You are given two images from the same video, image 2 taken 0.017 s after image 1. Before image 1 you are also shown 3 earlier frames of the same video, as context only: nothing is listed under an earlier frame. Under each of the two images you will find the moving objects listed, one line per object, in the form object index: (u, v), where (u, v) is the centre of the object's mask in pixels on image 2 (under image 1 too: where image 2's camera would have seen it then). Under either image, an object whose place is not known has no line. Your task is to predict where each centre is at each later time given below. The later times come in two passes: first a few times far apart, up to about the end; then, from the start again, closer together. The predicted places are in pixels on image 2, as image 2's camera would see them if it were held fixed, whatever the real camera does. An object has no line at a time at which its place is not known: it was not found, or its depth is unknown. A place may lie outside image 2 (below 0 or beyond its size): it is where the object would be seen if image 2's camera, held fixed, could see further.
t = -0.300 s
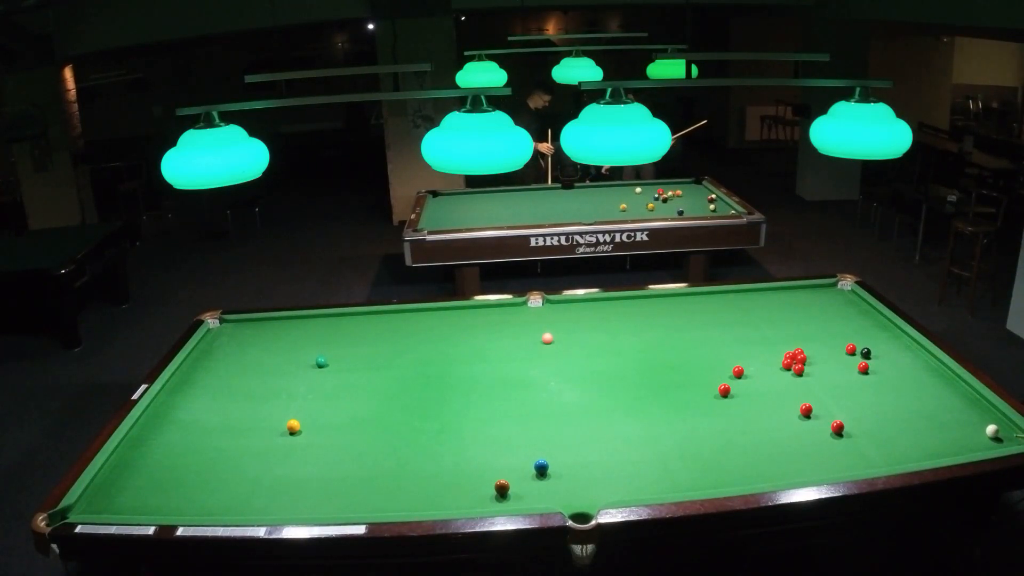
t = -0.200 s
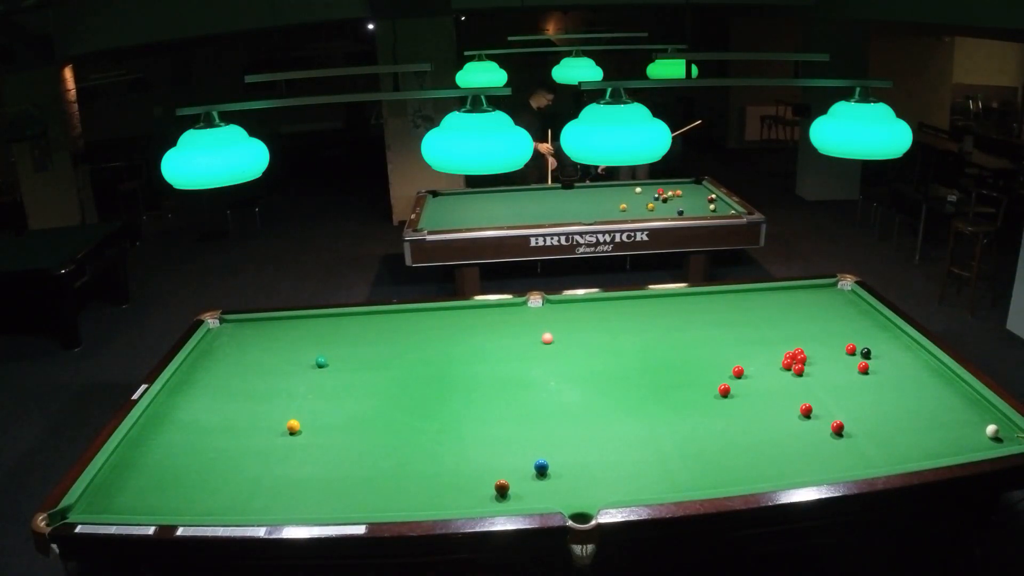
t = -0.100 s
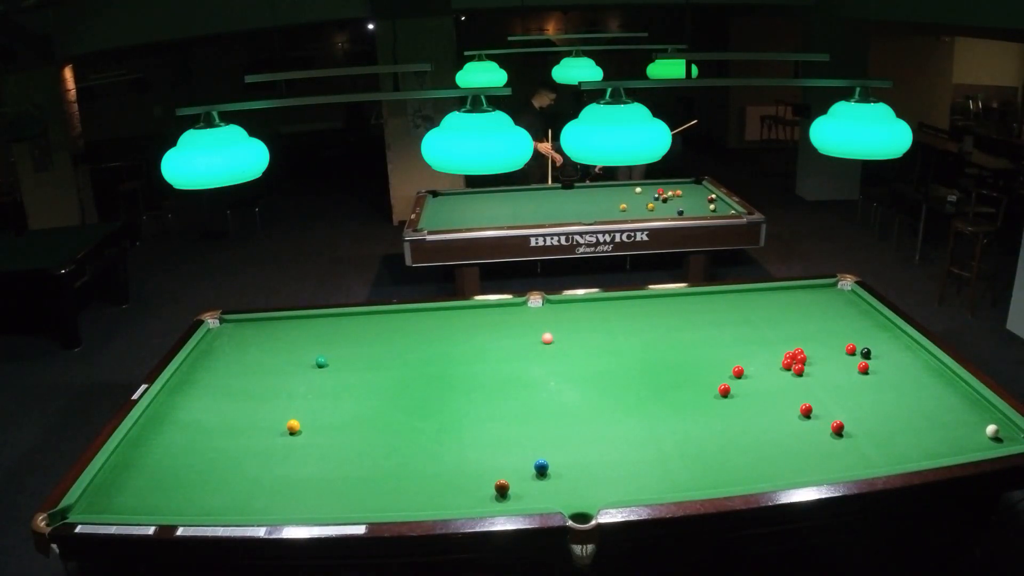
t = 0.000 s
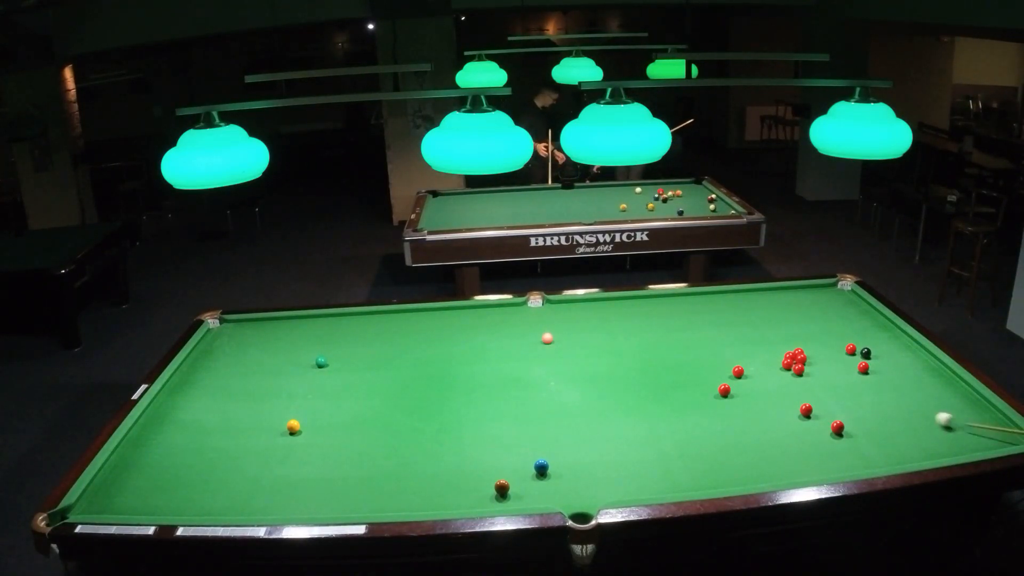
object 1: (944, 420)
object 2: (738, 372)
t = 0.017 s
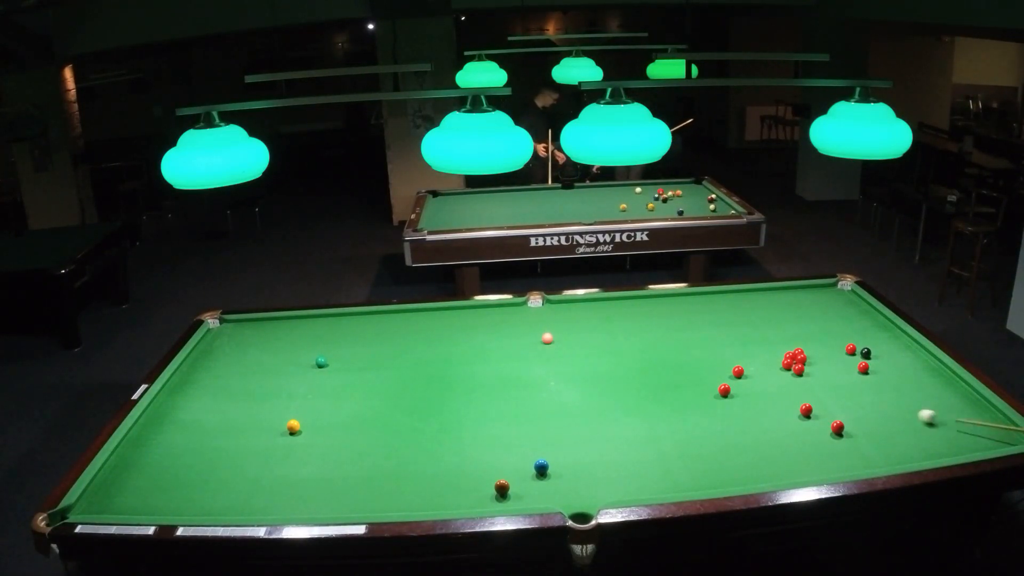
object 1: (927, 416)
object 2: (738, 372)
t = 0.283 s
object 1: (733, 380)
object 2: (702, 356)
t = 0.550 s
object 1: (669, 393)
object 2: (603, 313)
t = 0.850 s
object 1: (593, 406)
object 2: (553, 321)
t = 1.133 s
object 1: (520, 417)
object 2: (515, 352)
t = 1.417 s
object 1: (446, 428)
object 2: (471, 388)
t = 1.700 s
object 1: (373, 438)
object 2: (419, 431)
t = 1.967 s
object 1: (306, 446)
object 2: (362, 476)
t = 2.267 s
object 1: (234, 454)
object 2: (308, 504)
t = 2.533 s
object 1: (174, 461)
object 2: (297, 475)
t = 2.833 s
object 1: (112, 466)
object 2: (287, 448)
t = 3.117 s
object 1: (140, 470)
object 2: (276, 428)
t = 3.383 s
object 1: (175, 474)
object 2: (261, 415)
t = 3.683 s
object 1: (215, 478)
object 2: (245, 401)
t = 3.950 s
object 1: (251, 480)
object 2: (234, 391)
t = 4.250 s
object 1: (291, 483)
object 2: (222, 381)
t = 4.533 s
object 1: (327, 486)
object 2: (213, 373)
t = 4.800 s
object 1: (361, 488)
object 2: (205, 365)
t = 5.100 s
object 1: (399, 491)
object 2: (197, 358)
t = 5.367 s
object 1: (430, 492)
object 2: (192, 353)
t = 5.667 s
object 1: (464, 494)
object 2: (202, 349)
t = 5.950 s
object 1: (495, 495)
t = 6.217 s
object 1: (516, 499)
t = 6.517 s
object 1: (539, 500)
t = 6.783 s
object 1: (552, 499)
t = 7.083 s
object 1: (564, 496)
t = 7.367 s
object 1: (573, 494)
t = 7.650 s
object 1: (580, 492)
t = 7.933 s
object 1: (586, 490)
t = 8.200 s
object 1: (589, 489)
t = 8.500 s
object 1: (591, 489)
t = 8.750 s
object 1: (590, 489)
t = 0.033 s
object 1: (910, 413)
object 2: (738, 372)
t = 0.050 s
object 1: (894, 409)
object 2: (738, 372)
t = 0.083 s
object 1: (862, 402)
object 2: (738, 372)
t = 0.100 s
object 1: (847, 399)
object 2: (738, 372)
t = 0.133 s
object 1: (816, 391)
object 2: (738, 372)
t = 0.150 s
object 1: (802, 388)
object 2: (738, 372)
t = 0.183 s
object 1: (773, 382)
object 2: (738, 372)
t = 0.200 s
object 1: (760, 379)
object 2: (738, 372)
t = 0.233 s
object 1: (744, 377)
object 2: (728, 367)
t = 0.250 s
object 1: (740, 378)
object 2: (719, 364)
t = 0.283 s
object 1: (733, 380)
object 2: (702, 356)
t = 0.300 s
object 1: (730, 381)
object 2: (694, 353)
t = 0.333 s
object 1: (722, 381)
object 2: (679, 346)
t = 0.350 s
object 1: (717, 382)
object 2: (672, 343)
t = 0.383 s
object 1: (710, 385)
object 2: (658, 337)
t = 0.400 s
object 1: (706, 386)
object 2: (652, 334)
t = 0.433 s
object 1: (698, 388)
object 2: (639, 328)
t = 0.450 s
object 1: (694, 388)
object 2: (634, 326)
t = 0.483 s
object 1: (685, 390)
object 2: (623, 321)
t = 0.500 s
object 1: (682, 391)
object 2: (617, 319)
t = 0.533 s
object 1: (674, 392)
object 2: (608, 315)
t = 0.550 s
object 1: (669, 393)
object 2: (603, 313)
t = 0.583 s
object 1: (661, 395)
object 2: (594, 309)
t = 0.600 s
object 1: (657, 395)
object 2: (590, 307)
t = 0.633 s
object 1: (649, 397)
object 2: (581, 303)
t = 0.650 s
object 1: (644, 397)
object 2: (577, 301)
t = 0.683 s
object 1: (636, 399)
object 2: (573, 303)
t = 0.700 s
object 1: (631, 400)
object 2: (571, 305)
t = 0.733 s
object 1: (623, 401)
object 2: (567, 309)
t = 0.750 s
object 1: (619, 402)
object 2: (565, 310)
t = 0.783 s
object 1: (610, 403)
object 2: (561, 314)
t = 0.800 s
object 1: (606, 404)
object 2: (559, 316)
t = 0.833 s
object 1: (598, 405)
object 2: (555, 319)
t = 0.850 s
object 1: (593, 406)
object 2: (553, 321)
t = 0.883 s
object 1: (585, 407)
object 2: (549, 324)
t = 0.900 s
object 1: (581, 408)
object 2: (547, 326)
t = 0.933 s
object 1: (572, 409)
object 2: (542, 329)
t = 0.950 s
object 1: (567, 410)
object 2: (540, 331)
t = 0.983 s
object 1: (559, 411)
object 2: (536, 335)
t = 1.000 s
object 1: (555, 412)
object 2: (534, 337)
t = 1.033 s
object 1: (546, 413)
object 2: (530, 340)
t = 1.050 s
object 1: (541, 414)
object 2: (527, 342)
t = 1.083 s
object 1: (533, 415)
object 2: (522, 346)
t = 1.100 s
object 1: (528, 416)
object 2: (520, 348)
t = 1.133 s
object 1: (520, 417)
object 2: (515, 352)
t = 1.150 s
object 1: (515, 418)
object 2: (513, 354)
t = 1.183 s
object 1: (507, 419)
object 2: (508, 358)
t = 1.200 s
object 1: (502, 420)
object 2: (505, 360)
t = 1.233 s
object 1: (494, 421)
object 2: (501, 364)
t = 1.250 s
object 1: (489, 422)
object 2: (498, 366)
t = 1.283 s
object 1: (480, 423)
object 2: (493, 371)
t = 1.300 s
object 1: (476, 424)
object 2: (490, 373)
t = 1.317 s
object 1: (472, 425)
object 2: (488, 375)
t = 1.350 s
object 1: (463, 426)
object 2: (482, 379)
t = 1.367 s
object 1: (459, 426)
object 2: (480, 382)
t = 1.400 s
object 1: (450, 428)
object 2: (474, 386)
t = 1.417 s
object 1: (446, 428)
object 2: (471, 388)
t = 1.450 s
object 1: (437, 429)
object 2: (465, 393)
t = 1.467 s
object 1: (432, 430)
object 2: (463, 395)
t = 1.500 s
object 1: (424, 431)
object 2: (457, 401)
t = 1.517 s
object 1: (419, 432)
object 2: (454, 403)
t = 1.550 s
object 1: (411, 433)
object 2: (448, 408)
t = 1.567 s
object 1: (407, 433)
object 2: (445, 410)
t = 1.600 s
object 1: (398, 435)
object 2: (438, 415)
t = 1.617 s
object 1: (393, 435)
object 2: (435, 418)
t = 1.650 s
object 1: (385, 436)
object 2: (429, 423)
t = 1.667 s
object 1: (381, 437)
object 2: (426, 426)
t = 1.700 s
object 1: (373, 438)
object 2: (419, 431)
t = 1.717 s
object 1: (368, 439)
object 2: (416, 433)
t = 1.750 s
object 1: (360, 439)
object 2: (409, 439)
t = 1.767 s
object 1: (355, 440)
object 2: (406, 442)
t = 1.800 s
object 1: (347, 441)
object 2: (399, 447)
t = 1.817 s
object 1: (343, 441)
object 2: (395, 450)
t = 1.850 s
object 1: (335, 443)
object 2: (388, 456)
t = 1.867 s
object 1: (331, 443)
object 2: (384, 459)
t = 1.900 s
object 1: (322, 444)
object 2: (377, 464)
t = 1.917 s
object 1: (319, 445)
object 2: (373, 467)
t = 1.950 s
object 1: (310, 446)
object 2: (366, 473)
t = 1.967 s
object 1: (306, 446)
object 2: (362, 476)
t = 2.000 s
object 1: (298, 447)
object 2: (354, 482)
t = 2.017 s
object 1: (294, 448)
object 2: (350, 486)
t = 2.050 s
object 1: (286, 448)
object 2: (342, 492)
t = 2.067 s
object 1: (282, 449)
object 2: (338, 495)
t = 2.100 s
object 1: (274, 450)
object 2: (330, 501)
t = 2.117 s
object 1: (270, 450)
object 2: (326, 505)
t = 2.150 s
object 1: (262, 451)
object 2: (317, 509)
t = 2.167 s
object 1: (258, 452)
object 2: (313, 511)
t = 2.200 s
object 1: (250, 452)
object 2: (310, 510)
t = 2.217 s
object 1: (246, 453)
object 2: (310, 508)
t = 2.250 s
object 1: (238, 454)
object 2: (309, 506)
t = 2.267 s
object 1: (234, 454)
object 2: (308, 504)
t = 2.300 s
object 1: (227, 455)
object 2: (306, 500)
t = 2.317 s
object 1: (223, 456)
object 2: (306, 498)
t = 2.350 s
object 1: (215, 456)
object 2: (304, 494)
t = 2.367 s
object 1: (212, 457)
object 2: (304, 492)
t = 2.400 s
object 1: (204, 458)
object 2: (302, 489)
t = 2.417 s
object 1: (200, 458)
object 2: (302, 487)
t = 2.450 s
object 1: (193, 459)
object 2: (300, 484)
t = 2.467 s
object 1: (189, 459)
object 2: (300, 482)
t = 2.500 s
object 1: (182, 460)
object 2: (298, 478)
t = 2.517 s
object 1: (178, 460)
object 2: (298, 477)
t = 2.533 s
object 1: (174, 461)
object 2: (297, 475)
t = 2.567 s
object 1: (167, 461)
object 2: (296, 472)
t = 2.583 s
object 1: (163, 461)
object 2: (295, 470)
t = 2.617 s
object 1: (156, 462)
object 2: (294, 467)
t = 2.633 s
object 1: (153, 463)
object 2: (293, 465)
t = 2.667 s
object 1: (146, 463)
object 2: (293, 462)
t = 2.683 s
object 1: (142, 464)
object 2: (292, 461)
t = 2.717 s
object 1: (135, 464)
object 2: (291, 458)
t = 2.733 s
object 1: (132, 464)
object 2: (290, 457)
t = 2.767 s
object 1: (126, 465)
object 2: (290, 454)
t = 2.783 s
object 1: (122, 465)
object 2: (289, 452)
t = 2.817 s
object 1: (115, 466)
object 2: (288, 449)
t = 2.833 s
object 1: (112, 466)
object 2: (287, 448)
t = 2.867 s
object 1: (106, 466)
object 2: (286, 445)
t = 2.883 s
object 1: (108, 467)
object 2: (286, 444)
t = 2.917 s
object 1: (113, 467)
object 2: (285, 442)
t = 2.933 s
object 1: (116, 468)
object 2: (284, 440)
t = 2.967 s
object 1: (120, 468)
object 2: (283, 437)
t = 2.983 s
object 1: (122, 468)
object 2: (283, 436)
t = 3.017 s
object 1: (127, 469)
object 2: (282, 434)
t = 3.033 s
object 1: (129, 469)
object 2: (281, 433)
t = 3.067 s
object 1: (133, 470)
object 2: (279, 431)
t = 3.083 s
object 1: (135, 470)
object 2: (278, 430)
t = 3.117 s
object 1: (140, 470)
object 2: (276, 428)
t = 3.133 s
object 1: (142, 471)
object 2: (275, 427)
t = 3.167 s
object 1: (146, 471)
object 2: (273, 426)
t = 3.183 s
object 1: (149, 472)
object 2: (272, 425)
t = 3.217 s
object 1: (153, 471)
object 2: (270, 423)
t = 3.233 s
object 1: (156, 471)
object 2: (269, 422)
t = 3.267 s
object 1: (160, 473)
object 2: (267, 420)
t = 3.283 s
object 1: (162, 473)
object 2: (266, 419)
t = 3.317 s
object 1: (167, 472)
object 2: (264, 418)
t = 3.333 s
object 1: (169, 473)
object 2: (263, 417)
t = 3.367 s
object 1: (173, 474)
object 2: (261, 415)
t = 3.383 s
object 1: (175, 474)
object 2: (261, 415)
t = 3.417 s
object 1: (180, 474)
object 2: (259, 413)
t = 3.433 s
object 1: (182, 475)
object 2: (258, 412)
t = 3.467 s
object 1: (186, 475)
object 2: (256, 411)
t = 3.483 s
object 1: (189, 475)
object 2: (255, 410)
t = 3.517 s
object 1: (193, 476)
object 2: (254, 409)
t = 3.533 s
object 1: (195, 476)
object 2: (253, 408)
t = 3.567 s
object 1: (199, 476)
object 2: (251, 406)
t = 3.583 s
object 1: (202, 477)
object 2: (251, 405)
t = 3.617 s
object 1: (206, 477)
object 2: (249, 404)
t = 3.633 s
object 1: (209, 477)
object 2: (248, 404)
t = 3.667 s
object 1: (213, 477)
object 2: (246, 402)
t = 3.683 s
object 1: (215, 478)
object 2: (245, 401)
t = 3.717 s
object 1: (220, 479)
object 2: (244, 400)
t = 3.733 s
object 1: (222, 478)
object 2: (243, 400)
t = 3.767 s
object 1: (226, 478)
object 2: (242, 398)
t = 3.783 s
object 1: (229, 479)
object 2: (241, 398)
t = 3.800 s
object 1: (231, 479)
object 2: (240, 397)
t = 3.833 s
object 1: (235, 479)
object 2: (239, 396)
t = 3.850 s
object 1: (238, 479)
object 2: (238, 395)
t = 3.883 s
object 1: (242, 480)
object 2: (236, 394)
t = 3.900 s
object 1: (245, 480)
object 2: (236, 393)
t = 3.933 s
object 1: (249, 480)
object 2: (234, 392)
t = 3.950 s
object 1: (251, 480)
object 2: (234, 391)
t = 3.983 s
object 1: (255, 480)
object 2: (232, 390)
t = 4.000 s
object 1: (258, 481)
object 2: (232, 389)
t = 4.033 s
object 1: (262, 481)
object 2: (230, 388)
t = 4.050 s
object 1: (264, 481)
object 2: (230, 388)
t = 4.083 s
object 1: (269, 481)
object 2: (229, 387)
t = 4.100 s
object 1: (271, 482)
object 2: (228, 386)
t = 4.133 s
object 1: (275, 482)
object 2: (227, 385)
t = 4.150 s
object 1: (277, 482)
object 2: (226, 384)
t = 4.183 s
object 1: (282, 482)
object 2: (225, 383)
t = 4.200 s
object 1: (284, 483)
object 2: (224, 383)
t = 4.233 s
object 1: (289, 483)
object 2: (223, 382)
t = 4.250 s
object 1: (291, 483)
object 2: (222, 381)
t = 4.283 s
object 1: (295, 483)
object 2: (221, 380)
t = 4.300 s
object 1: (297, 484)
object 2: (221, 380)
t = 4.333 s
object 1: (302, 484)
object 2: (219, 379)
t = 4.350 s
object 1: (303, 484)
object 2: (219, 378)
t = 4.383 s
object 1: (308, 485)
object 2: (218, 377)
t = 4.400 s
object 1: (310, 485)
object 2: (217, 376)
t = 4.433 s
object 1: (315, 485)
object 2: (216, 376)
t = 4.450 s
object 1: (317, 485)
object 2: (216, 375)
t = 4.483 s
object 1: (321, 485)
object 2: (214, 374)
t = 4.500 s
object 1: (323, 486)
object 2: (214, 374)
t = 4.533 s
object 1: (327, 486)
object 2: (213, 373)
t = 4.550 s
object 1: (330, 486)
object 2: (212, 372)
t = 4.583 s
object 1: (334, 486)
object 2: (211, 371)
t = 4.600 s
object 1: (336, 486)
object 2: (211, 371)
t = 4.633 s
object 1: (340, 487)
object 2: (210, 370)
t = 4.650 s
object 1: (342, 487)
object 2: (210, 370)
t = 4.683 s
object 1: (347, 487)
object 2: (208, 369)
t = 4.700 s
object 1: (349, 488)
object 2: (208, 368)
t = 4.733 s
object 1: (353, 488)
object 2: (207, 367)
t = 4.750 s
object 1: (355, 488)
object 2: (206, 367)
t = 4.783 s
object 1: (359, 488)
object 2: (205, 366)
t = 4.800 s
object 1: (361, 488)
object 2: (205, 365)
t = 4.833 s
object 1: (366, 489)
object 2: (204, 365)
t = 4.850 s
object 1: (368, 489)
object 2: (203, 364)
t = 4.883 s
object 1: (372, 489)
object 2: (202, 363)
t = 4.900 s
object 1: (374, 489)
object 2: (202, 363)
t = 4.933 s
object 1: (378, 490)
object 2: (201, 362)
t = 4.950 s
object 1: (380, 490)
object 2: (201, 362)
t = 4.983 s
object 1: (384, 490)
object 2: (200, 361)
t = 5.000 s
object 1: (386, 490)
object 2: (200, 361)
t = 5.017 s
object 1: (389, 490)
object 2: (199, 360)
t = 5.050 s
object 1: (392, 490)
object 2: (198, 360)
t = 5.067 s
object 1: (394, 491)
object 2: (198, 359)
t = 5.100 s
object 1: (399, 491)
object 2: (197, 358)
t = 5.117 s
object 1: (401, 491)
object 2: (197, 358)
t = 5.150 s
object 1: (405, 491)
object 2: (195, 357)
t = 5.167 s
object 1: (407, 491)
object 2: (195, 357)
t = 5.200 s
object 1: (411, 491)
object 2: (195, 356)
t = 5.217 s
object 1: (412, 492)
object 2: (194, 356)
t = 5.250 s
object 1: (417, 491)
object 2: (194, 355)
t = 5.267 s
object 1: (418, 492)
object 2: (193, 355)
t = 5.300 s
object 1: (422, 492)
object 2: (193, 354)
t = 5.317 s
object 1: (424, 492)
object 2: (192, 354)
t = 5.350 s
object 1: (428, 492)
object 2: (192, 353)
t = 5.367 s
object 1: (430, 492)
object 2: (192, 353)
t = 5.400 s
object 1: (434, 493)
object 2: (193, 353)
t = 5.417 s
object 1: (436, 492)
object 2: (194, 352)
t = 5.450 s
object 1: (440, 493)
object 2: (195, 352)
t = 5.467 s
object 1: (442, 493)
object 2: (196, 352)
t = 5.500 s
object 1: (446, 493)
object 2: (197, 351)
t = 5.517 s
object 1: (447, 493)
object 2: (198, 351)
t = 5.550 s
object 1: (451, 493)
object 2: (199, 350)
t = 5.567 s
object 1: (453, 493)
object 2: (199, 350)
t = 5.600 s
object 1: (457, 493)
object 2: (200, 350)
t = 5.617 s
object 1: (459, 493)
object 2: (201, 349)
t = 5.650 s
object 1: (463, 494)
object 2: (202, 349)
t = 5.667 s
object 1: (464, 494)
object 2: (202, 349)
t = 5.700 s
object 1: (468, 494)
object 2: (203, 348)
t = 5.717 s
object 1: (470, 494)
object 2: (204, 348)
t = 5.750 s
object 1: (473, 494)
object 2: (205, 347)
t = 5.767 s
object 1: (475, 495)
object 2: (206, 347)
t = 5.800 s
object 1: (478, 495)
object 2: (207, 346)
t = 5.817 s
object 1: (480, 495)
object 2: (207, 346)
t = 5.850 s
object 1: (484, 495)
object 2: (208, 345)
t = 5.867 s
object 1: (486, 495)
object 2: (208, 345)
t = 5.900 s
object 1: (490, 495)
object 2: (209, 345)
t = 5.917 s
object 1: (491, 495)
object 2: (210, 344)
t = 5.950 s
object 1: (495, 495)
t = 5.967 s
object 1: (496, 496)
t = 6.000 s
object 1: (499, 496)
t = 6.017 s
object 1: (500, 496)
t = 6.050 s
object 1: (503, 497)
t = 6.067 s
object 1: (504, 497)
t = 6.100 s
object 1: (507, 498)
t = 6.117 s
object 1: (508, 498)
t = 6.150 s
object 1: (511, 498)
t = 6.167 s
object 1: (512, 498)
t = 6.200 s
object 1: (515, 498)
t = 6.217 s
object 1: (516, 499)
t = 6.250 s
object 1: (519, 499)
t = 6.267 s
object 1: (520, 499)
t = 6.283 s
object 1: (522, 499)
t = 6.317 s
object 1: (525, 500)
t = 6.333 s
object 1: (526, 500)
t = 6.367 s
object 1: (529, 500)
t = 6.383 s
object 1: (530, 500)
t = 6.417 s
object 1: (532, 500)
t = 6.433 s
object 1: (533, 500)
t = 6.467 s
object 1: (536, 501)
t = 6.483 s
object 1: (537, 500)
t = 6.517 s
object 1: (539, 500)
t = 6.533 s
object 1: (539, 500)
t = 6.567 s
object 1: (541, 500)
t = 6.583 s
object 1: (542, 500)
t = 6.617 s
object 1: (544, 499)
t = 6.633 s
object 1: (545, 499)
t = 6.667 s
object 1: (546, 499)
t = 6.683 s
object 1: (547, 499)
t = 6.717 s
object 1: (549, 499)
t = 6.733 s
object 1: (550, 499)
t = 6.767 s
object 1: (551, 499)
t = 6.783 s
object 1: (552, 499)
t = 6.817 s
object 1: (553, 499)
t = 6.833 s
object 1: (554, 499)
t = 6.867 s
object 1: (556, 498)
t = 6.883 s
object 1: (556, 498)
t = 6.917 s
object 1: (558, 498)
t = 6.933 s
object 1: (558, 497)
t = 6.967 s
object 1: (560, 497)
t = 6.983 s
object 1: (560, 497)
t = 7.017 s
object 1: (562, 497)
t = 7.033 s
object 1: (562, 497)
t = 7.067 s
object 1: (563, 496)
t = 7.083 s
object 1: (564, 496)
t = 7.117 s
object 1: (565, 496)
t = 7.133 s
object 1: (566, 496)
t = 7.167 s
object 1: (567, 495)
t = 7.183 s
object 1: (567, 495)
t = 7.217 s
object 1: (568, 495)
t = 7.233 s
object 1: (569, 495)
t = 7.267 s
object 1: (570, 495)
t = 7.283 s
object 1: (570, 495)
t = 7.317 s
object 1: (572, 495)
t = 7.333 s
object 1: (572, 494)
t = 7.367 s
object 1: (573, 494)
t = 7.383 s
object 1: (574, 494)
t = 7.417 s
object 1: (575, 494)
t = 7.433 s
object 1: (575, 494)
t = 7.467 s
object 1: (576, 494)
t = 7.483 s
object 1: (577, 493)
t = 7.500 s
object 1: (577, 493)
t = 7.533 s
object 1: (578, 493)
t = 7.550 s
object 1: (578, 493)
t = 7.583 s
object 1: (579, 492)
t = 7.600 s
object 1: (579, 492)
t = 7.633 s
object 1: (580, 492)
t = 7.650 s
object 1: (580, 492)
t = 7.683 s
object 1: (581, 492)
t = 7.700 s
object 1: (582, 491)
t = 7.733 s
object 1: (582, 491)
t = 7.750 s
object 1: (582, 491)
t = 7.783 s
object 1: (583, 491)
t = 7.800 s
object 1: (583, 491)
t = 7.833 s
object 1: (584, 490)
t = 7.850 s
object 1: (584, 490)
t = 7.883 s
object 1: (585, 490)
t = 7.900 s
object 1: (585, 490)
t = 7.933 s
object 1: (586, 490)
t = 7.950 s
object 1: (586, 490)
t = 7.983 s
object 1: (586, 490)
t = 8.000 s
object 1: (587, 490)
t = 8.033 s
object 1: (587, 489)
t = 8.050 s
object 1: (587, 489)
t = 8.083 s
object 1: (588, 489)
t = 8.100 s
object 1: (588, 489)
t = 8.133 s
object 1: (588, 489)
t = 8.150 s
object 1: (589, 489)
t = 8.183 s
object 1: (589, 489)
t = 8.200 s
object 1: (589, 489)
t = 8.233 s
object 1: (589, 489)
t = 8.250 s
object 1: (589, 489)
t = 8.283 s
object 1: (590, 489)
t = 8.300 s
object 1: (590, 489)
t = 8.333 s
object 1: (590, 489)
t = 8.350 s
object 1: (590, 488)
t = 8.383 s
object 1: (590, 489)
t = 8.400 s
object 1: (590, 489)
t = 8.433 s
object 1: (590, 488)
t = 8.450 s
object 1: (590, 489)
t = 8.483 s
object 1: (590, 488)
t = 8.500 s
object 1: (591, 489)
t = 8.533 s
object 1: (590, 489)
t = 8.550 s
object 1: (590, 489)
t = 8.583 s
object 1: (590, 489)
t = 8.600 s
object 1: (590, 489)
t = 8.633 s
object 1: (590, 489)
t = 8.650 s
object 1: (590, 489)
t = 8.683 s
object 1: (590, 489)
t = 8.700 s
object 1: (590, 489)
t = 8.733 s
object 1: (590, 489)
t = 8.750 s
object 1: (590, 489)
